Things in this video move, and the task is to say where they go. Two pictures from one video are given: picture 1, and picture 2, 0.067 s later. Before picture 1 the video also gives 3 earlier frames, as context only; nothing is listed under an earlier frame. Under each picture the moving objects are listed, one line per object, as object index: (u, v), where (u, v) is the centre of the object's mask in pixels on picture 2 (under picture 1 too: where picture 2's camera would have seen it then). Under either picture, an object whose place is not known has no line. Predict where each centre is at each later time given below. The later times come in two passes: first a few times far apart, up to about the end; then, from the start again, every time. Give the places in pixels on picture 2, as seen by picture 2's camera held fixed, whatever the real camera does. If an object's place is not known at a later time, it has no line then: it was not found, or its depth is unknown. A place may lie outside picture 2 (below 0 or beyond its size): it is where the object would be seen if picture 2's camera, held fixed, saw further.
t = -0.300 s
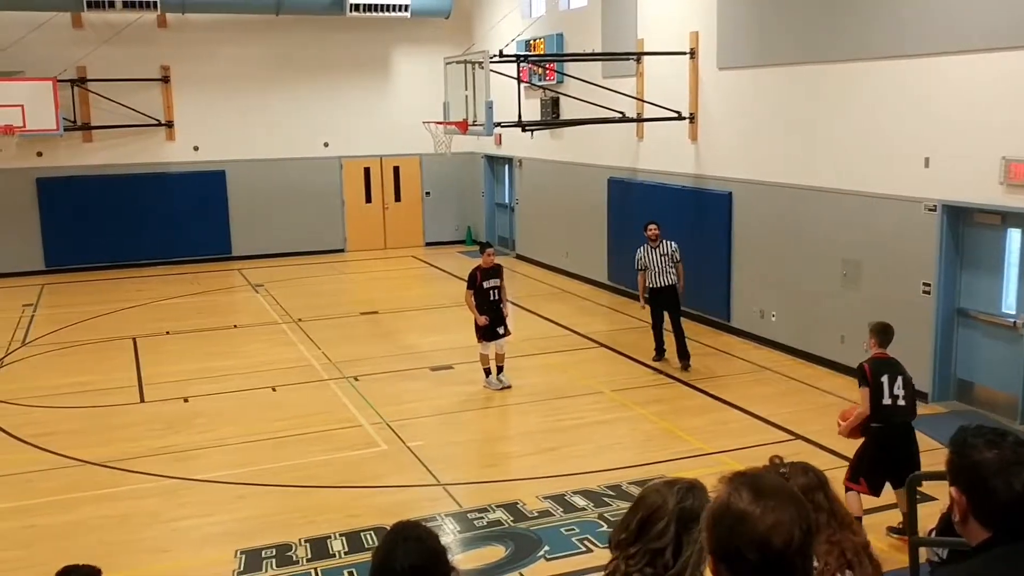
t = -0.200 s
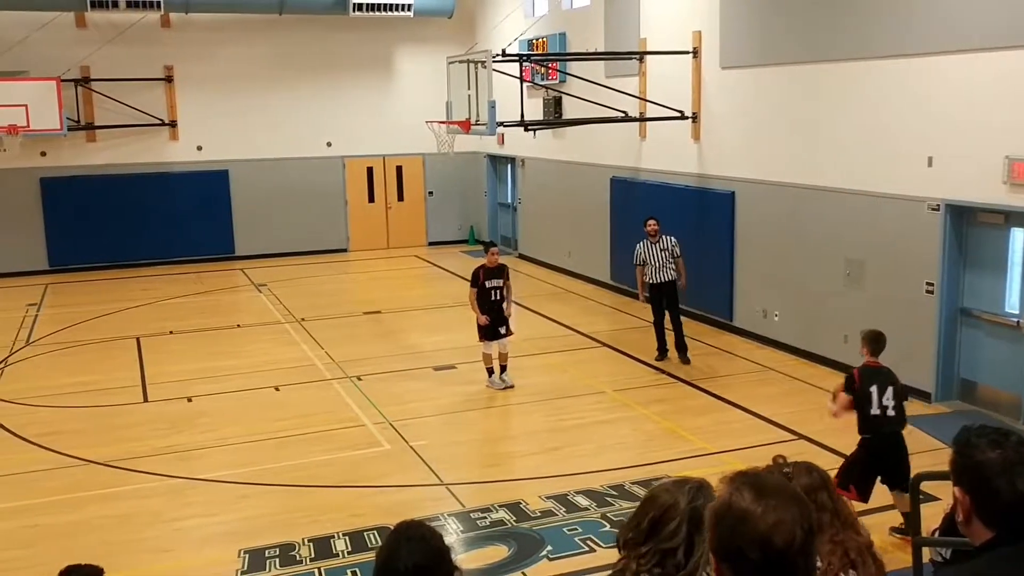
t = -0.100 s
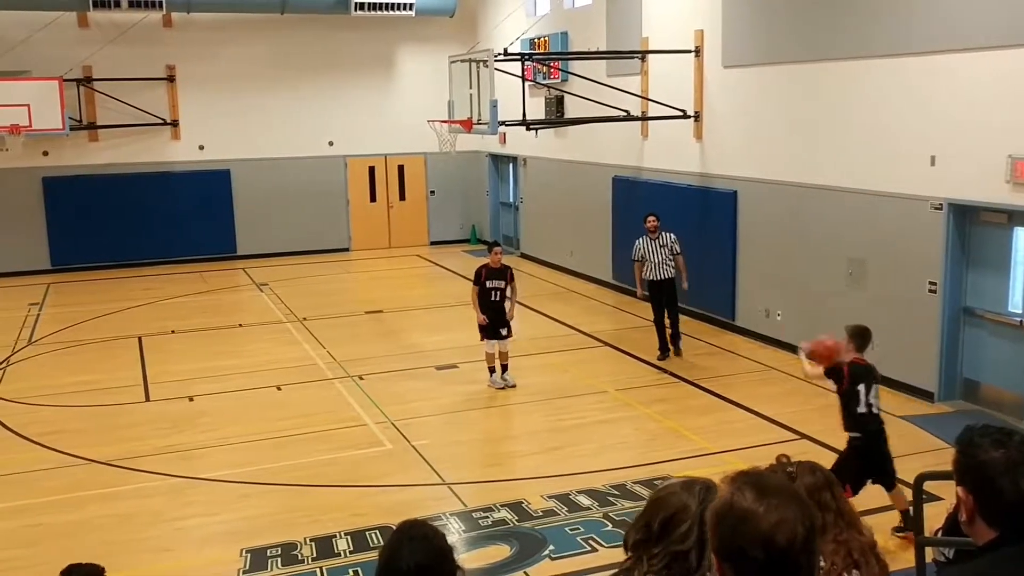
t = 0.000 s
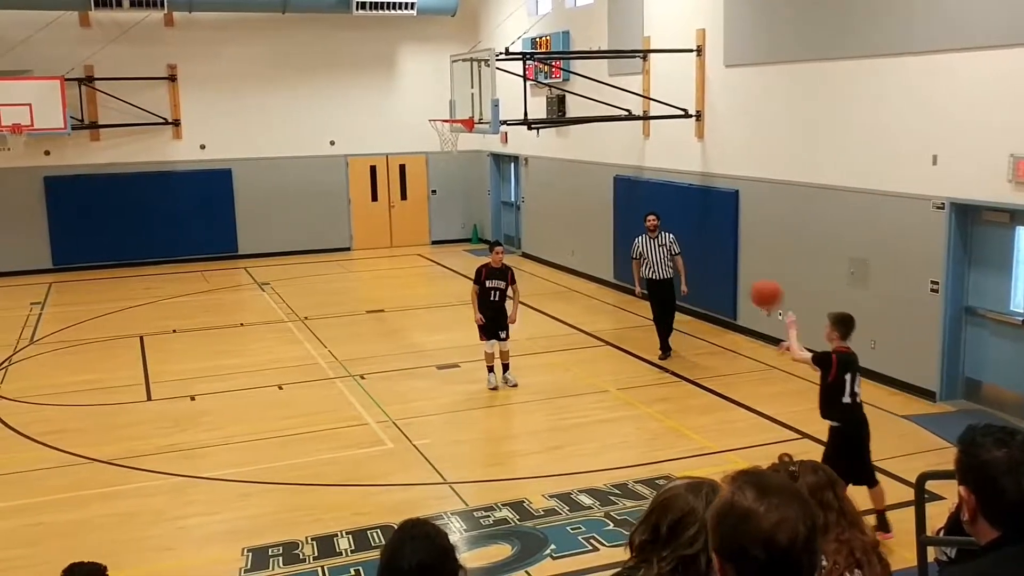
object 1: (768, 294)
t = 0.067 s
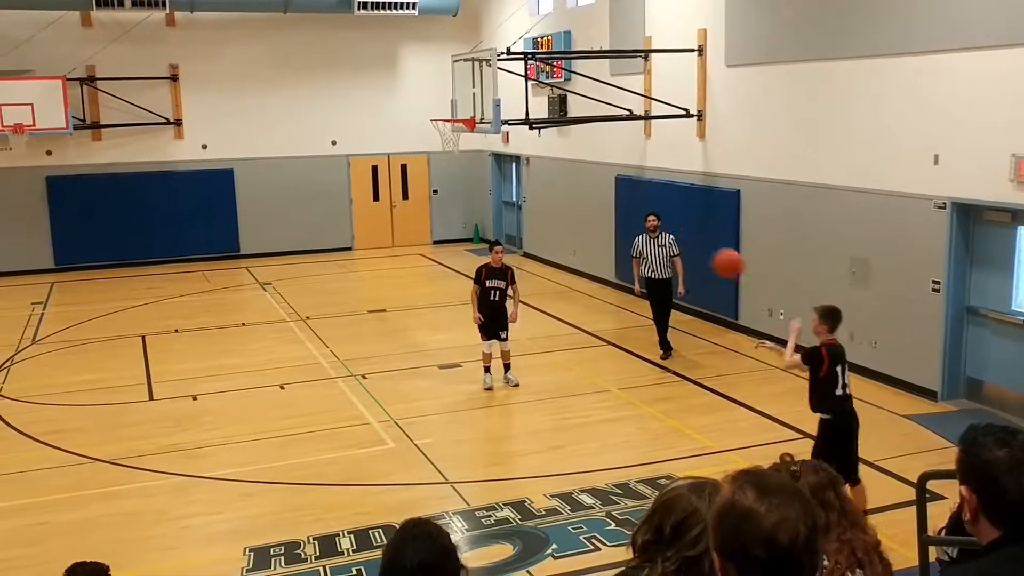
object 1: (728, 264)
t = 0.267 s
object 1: (625, 216)
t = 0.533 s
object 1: (517, 222)
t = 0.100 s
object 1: (709, 252)
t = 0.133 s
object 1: (691, 242)
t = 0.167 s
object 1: (674, 232)
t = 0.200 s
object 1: (657, 225)
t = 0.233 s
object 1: (640, 219)
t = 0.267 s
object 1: (625, 216)
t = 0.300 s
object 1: (610, 213)
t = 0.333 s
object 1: (594, 210)
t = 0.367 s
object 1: (580, 211)
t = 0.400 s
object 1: (566, 211)
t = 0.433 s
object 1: (553, 213)
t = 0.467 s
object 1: (541, 215)
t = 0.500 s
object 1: (529, 218)
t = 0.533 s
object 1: (517, 222)
